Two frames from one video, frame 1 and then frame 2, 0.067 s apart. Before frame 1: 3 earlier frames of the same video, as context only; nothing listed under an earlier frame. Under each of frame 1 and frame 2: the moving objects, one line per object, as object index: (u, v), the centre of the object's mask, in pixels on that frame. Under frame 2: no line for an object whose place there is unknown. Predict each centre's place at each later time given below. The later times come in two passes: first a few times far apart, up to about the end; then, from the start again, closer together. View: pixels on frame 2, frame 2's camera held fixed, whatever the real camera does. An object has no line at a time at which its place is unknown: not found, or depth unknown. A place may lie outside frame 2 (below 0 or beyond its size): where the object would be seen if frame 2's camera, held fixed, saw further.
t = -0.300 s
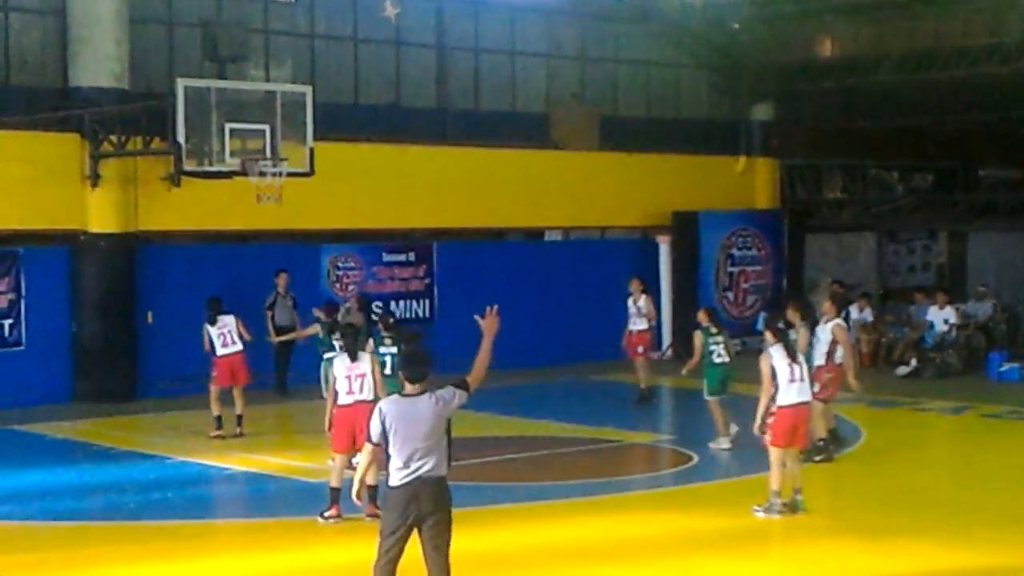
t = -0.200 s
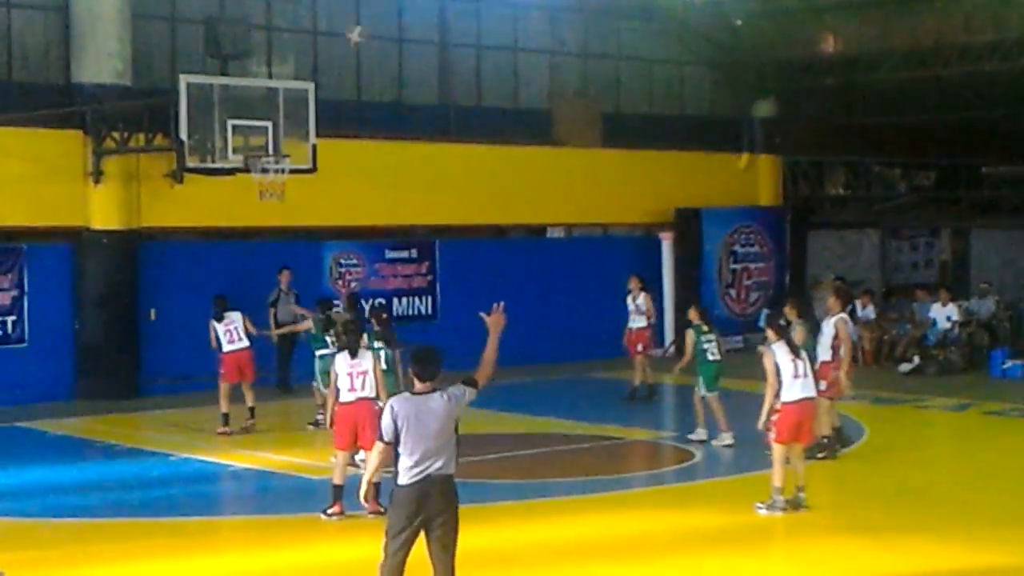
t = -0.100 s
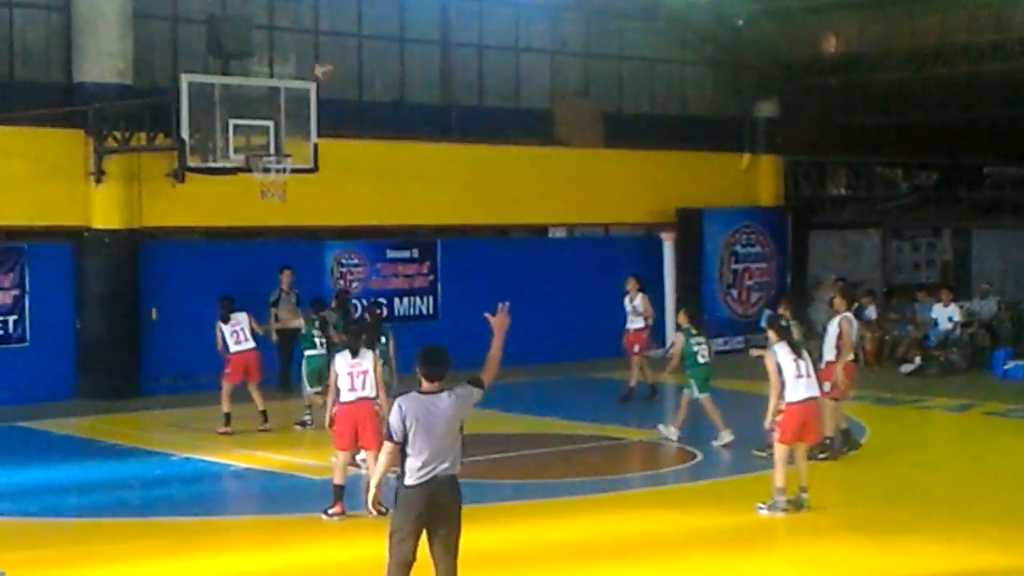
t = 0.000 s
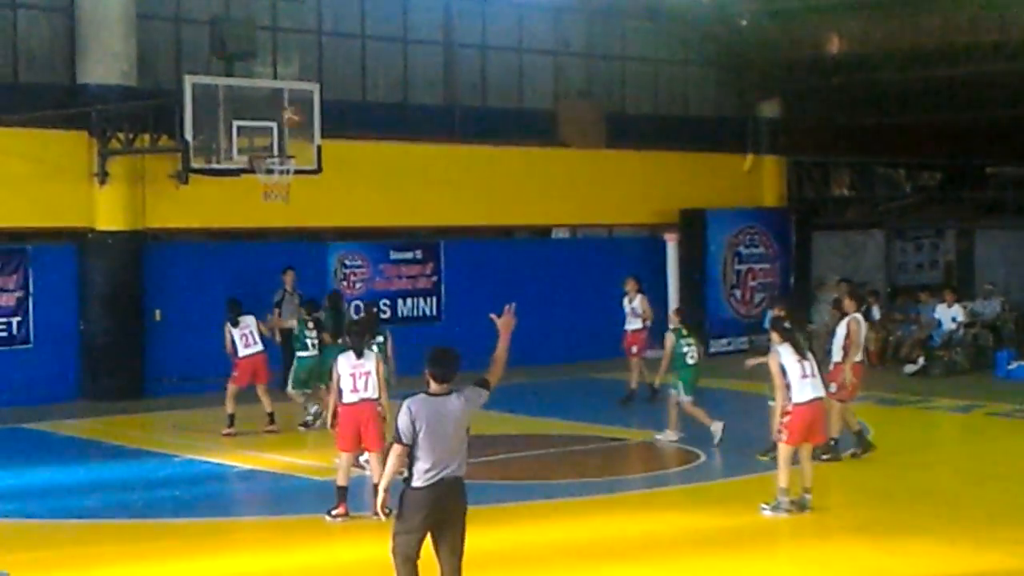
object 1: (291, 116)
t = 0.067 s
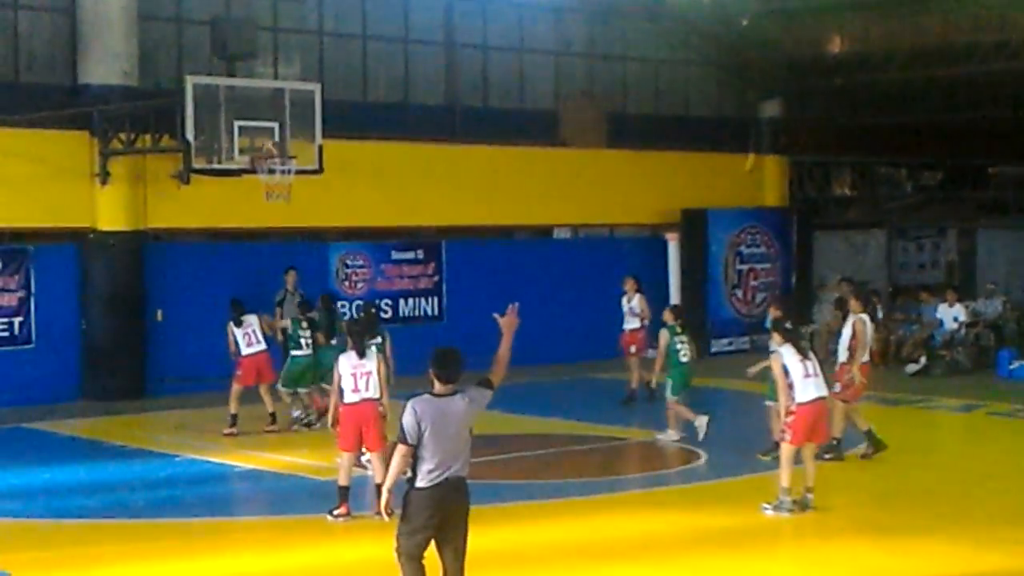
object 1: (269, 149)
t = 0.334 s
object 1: (313, 130)
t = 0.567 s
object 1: (370, 144)
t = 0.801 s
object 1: (423, 203)
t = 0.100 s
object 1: (268, 151)
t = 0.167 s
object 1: (274, 146)
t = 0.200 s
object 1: (283, 140)
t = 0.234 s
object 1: (289, 136)
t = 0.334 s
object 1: (313, 130)
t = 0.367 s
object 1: (322, 129)
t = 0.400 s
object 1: (331, 129)
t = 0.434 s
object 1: (339, 130)
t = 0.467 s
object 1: (347, 132)
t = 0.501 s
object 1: (354, 135)
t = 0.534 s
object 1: (362, 139)
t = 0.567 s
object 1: (370, 144)
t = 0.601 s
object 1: (377, 150)
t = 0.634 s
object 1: (385, 157)
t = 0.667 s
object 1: (392, 165)
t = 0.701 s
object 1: (400, 173)
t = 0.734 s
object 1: (408, 182)
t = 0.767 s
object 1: (415, 193)
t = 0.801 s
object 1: (423, 203)
